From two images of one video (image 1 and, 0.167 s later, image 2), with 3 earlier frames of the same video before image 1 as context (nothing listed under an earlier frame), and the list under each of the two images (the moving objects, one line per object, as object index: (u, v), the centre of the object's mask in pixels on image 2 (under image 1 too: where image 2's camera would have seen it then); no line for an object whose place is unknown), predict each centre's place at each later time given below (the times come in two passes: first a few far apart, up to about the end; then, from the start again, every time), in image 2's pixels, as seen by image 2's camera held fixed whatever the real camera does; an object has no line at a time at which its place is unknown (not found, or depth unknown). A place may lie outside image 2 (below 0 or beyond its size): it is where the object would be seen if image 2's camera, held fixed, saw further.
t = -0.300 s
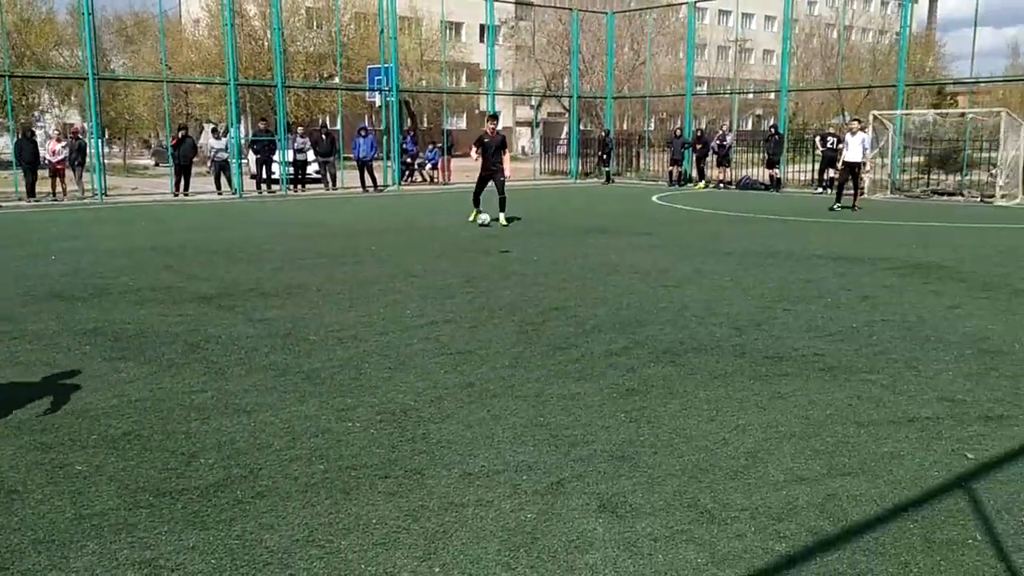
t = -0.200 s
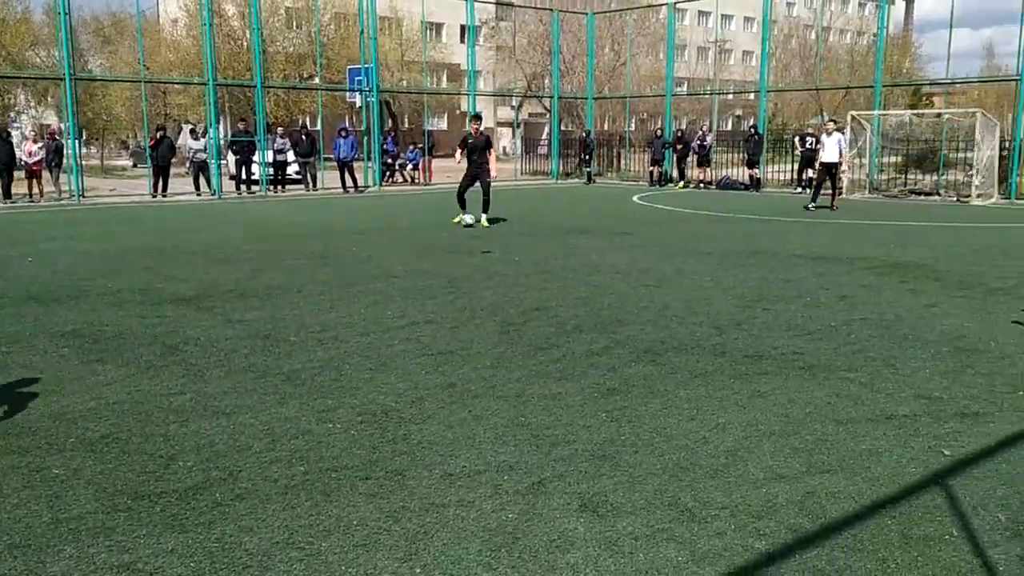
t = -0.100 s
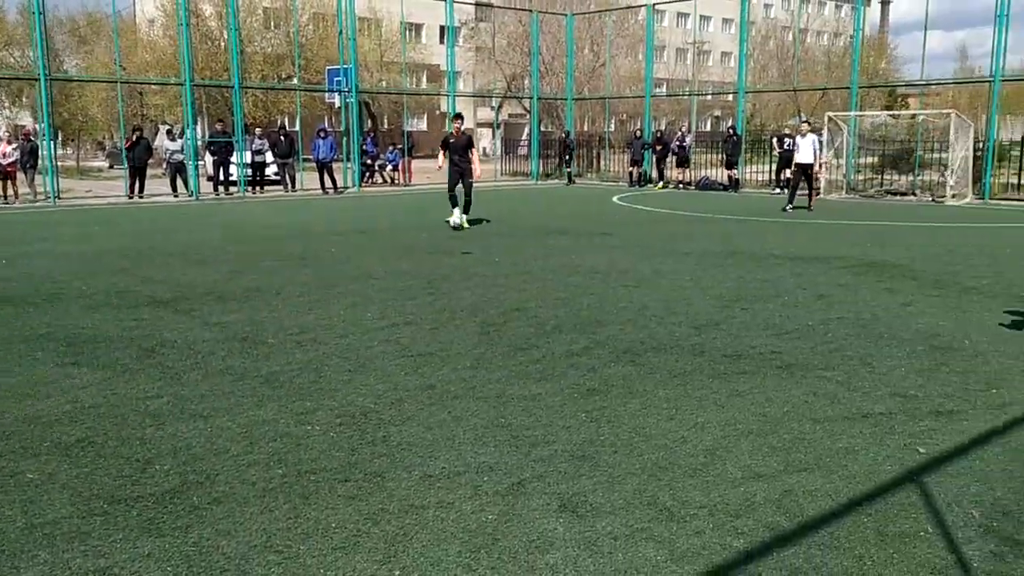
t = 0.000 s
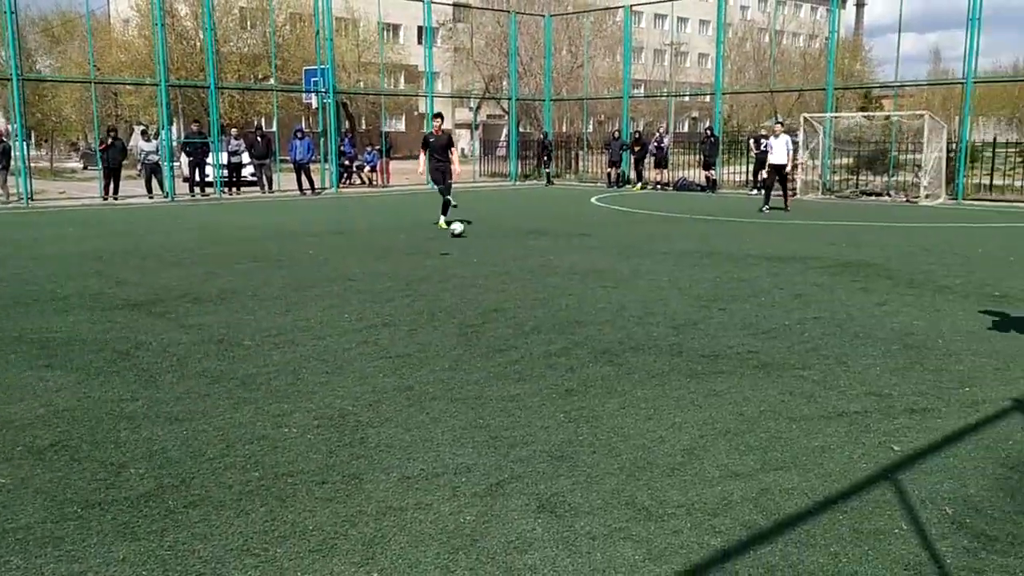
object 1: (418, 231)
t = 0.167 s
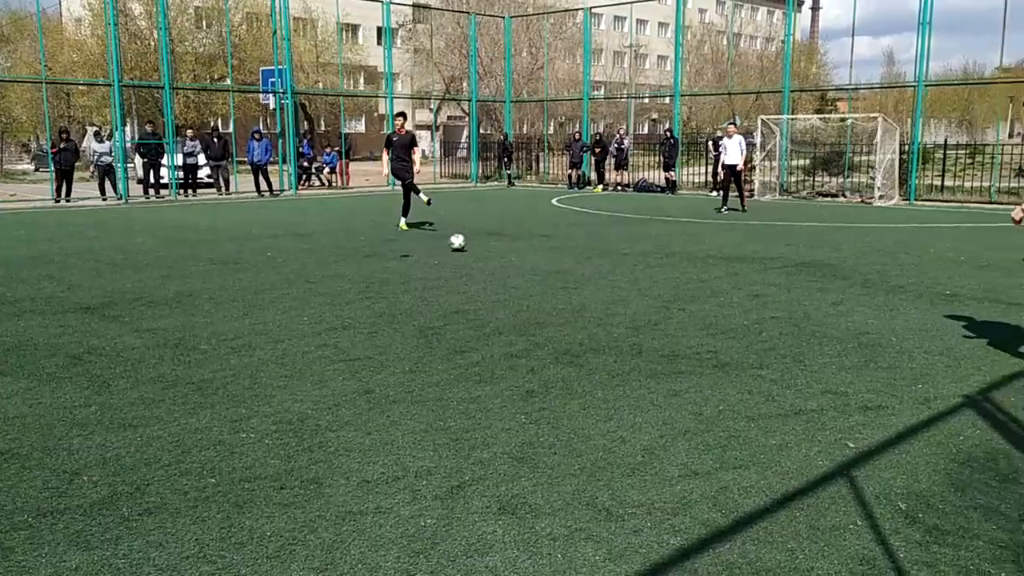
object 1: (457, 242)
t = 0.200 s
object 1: (466, 246)
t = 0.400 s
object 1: (517, 259)
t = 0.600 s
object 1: (572, 272)
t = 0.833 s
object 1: (643, 293)
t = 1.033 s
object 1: (717, 313)
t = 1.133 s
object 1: (760, 323)
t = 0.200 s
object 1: (466, 246)
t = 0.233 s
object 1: (474, 247)
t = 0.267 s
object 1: (482, 248)
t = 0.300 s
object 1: (491, 251)
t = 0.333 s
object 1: (500, 254)
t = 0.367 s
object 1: (509, 258)
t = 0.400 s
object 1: (517, 259)
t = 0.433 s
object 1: (525, 260)
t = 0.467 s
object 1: (535, 262)
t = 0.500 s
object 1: (543, 264)
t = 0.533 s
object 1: (553, 268)
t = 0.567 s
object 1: (562, 272)
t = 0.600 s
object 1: (572, 272)
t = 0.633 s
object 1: (581, 275)
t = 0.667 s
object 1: (590, 278)
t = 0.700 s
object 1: (600, 282)
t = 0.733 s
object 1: (610, 284)
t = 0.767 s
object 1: (621, 286)
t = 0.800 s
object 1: (631, 289)
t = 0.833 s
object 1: (643, 293)
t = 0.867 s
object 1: (654, 296)
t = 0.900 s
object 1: (666, 299)
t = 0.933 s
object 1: (678, 302)
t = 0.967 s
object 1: (691, 306)
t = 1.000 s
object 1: (703, 309)
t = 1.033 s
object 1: (717, 313)
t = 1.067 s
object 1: (731, 318)
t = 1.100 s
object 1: (745, 320)
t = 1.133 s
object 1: (760, 323)
